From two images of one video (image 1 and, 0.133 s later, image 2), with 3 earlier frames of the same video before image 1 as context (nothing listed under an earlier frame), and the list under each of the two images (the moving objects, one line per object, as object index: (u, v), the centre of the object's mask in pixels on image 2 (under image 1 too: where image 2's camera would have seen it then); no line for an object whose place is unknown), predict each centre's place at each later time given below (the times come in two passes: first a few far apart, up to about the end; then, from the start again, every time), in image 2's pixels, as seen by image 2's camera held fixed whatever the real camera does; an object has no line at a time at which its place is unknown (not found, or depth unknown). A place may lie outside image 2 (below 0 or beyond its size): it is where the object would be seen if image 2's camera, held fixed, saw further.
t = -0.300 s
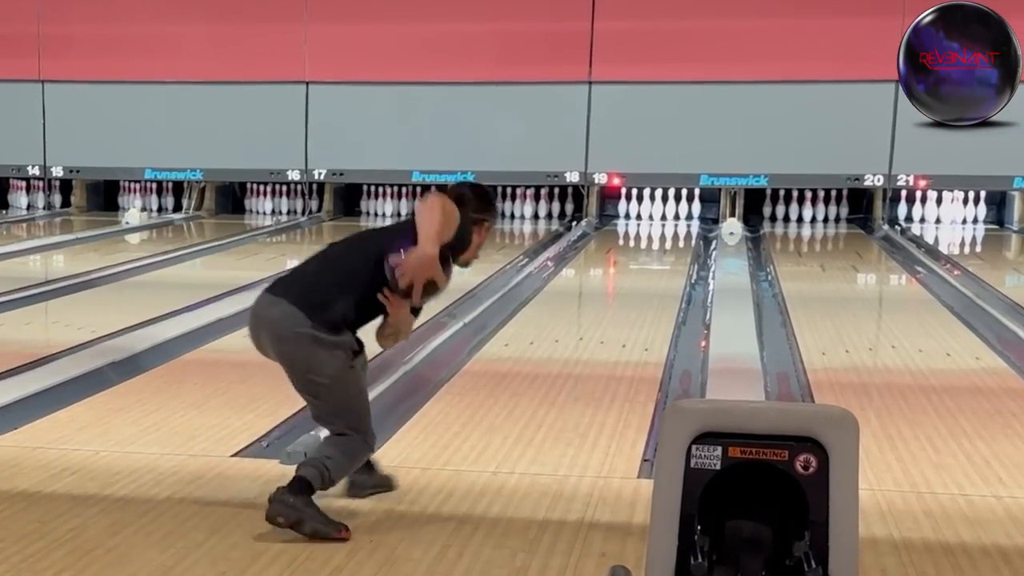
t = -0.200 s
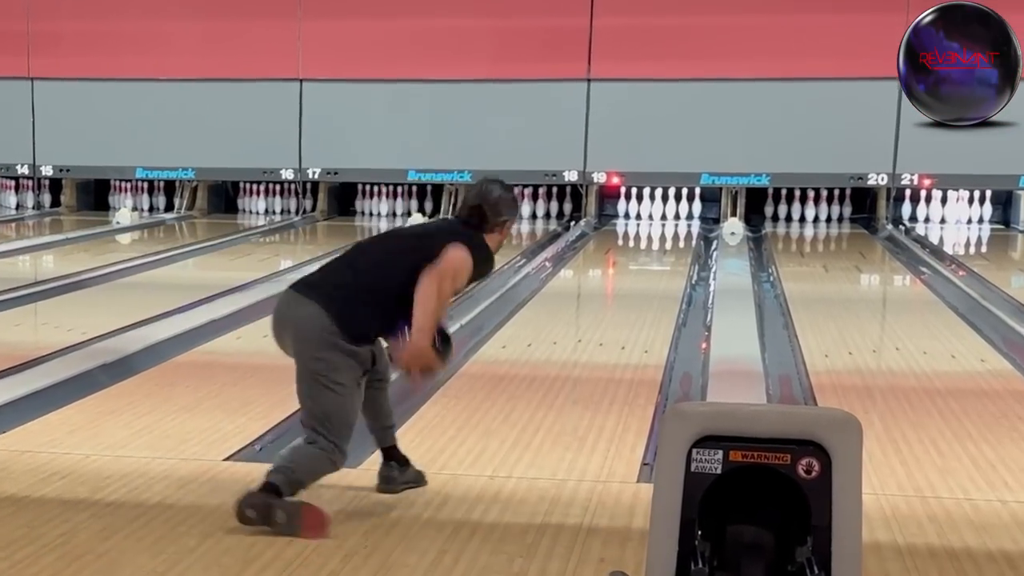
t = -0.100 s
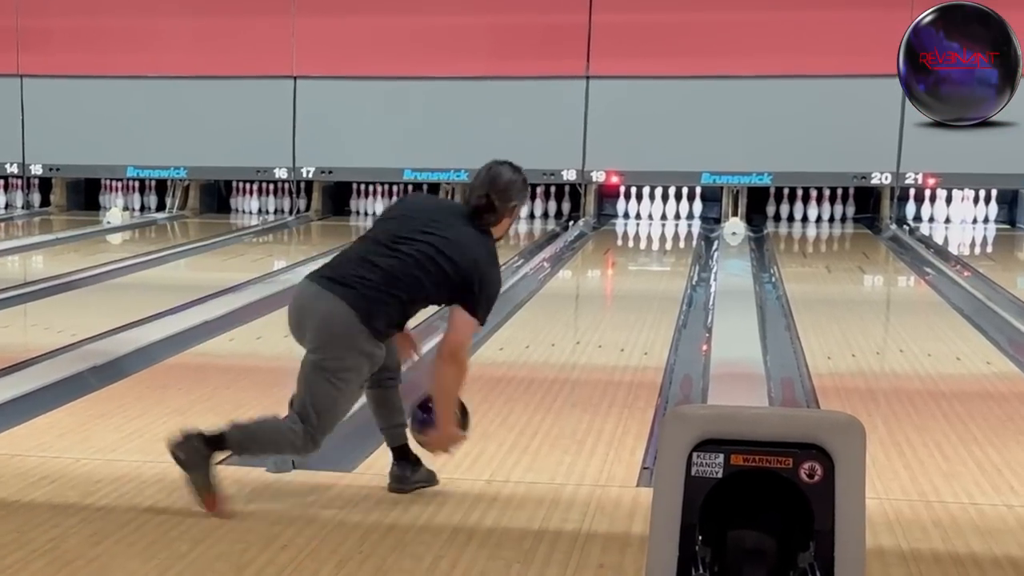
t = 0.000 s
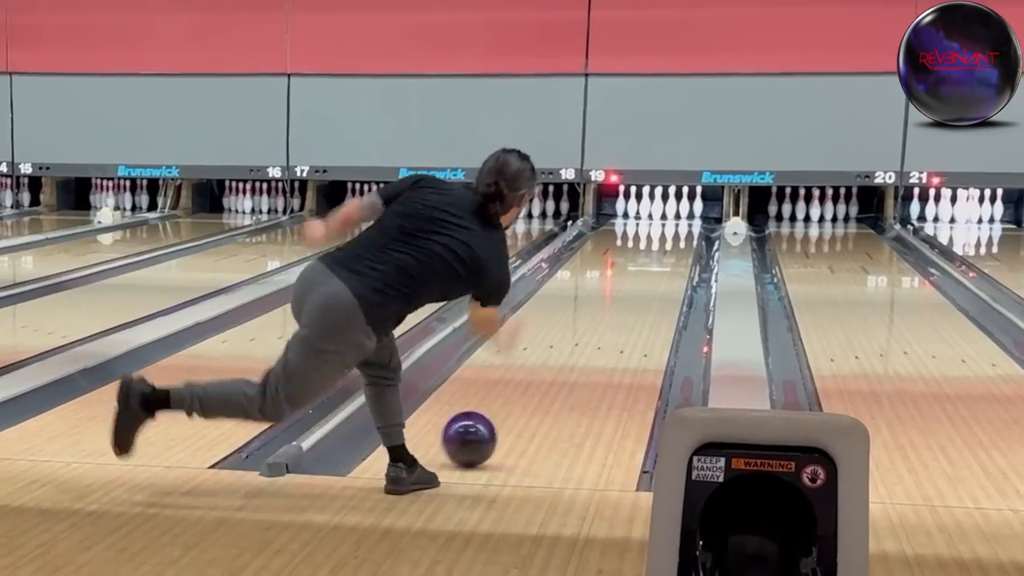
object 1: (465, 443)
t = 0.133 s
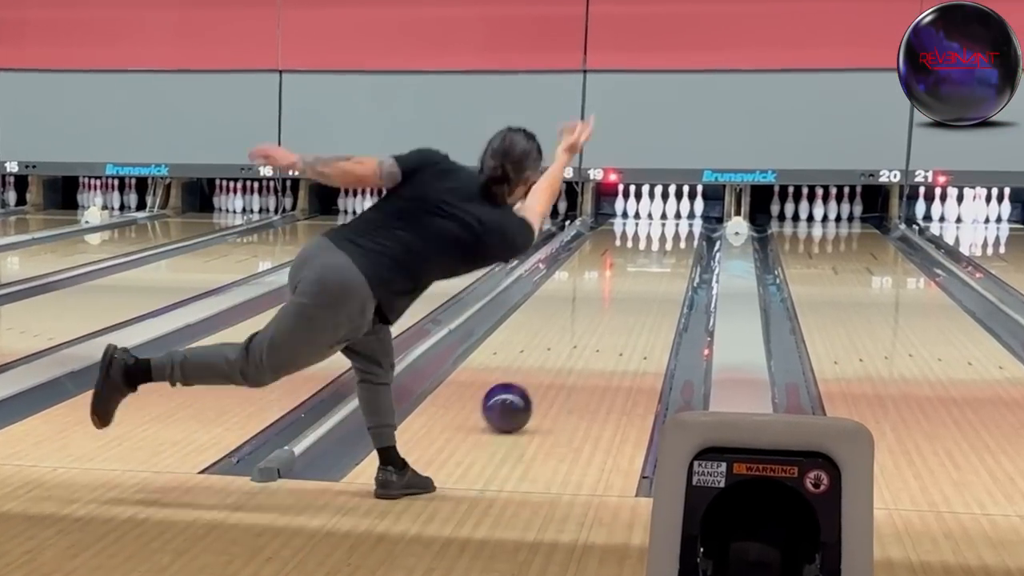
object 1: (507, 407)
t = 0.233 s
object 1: (532, 385)
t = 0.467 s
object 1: (577, 343)
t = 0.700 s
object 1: (608, 312)
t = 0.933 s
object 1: (631, 290)
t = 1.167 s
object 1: (650, 270)
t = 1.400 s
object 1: (661, 253)
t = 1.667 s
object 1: (671, 237)
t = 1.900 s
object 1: (673, 226)
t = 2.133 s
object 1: (669, 217)
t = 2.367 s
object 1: (658, 210)
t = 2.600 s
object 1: (657, 204)
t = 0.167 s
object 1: (515, 400)
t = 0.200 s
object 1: (524, 392)
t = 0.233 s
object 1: (532, 385)
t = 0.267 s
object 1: (539, 378)
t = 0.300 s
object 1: (546, 371)
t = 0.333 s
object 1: (553, 365)
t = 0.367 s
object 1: (559, 359)
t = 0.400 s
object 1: (565, 353)
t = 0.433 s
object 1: (571, 348)
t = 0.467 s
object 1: (577, 343)
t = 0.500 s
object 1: (582, 338)
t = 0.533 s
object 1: (587, 333)
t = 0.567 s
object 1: (591, 329)
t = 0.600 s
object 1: (595, 324)
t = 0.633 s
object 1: (600, 320)
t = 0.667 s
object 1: (604, 316)
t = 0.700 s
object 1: (608, 312)
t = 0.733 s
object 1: (611, 309)
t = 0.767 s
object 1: (615, 305)
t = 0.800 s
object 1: (618, 302)
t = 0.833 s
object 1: (621, 299)
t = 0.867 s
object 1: (625, 296)
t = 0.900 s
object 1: (628, 293)
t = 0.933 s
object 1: (631, 290)
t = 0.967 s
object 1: (634, 287)
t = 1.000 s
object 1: (637, 285)
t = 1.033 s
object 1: (640, 282)
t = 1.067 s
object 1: (643, 277)
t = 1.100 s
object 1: (645, 276)
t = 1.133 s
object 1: (648, 273)
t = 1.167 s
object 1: (650, 270)
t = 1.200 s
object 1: (652, 267)
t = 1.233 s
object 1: (655, 265)
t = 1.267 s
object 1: (657, 261)
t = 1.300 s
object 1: (658, 258)
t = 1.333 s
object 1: (658, 256)
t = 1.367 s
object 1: (659, 255)
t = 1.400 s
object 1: (661, 253)
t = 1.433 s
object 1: (662, 251)
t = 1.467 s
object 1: (664, 249)
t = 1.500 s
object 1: (666, 247)
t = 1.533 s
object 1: (667, 245)
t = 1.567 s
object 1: (668, 243)
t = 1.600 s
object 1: (669, 241)
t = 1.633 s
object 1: (670, 239)
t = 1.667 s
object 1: (671, 237)
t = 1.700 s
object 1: (672, 235)
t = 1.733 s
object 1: (673, 234)
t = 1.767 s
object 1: (673, 232)
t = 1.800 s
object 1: (673, 230)
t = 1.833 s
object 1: (673, 229)
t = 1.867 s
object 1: (673, 228)
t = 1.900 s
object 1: (673, 226)
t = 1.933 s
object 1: (673, 225)
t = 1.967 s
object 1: (673, 224)
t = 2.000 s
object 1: (672, 222)
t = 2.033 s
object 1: (671, 220)
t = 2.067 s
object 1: (671, 220)
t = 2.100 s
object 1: (670, 218)
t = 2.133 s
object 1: (669, 217)
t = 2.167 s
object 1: (667, 216)
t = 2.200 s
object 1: (666, 215)
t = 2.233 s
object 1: (665, 214)
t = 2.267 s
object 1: (663, 212)
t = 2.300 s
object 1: (661, 211)
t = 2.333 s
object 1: (659, 210)
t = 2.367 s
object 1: (658, 210)
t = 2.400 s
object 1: (656, 209)
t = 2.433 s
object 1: (654, 208)
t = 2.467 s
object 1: (655, 207)
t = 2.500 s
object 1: (655, 206)
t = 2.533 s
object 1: (655, 206)
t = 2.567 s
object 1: (655, 208)
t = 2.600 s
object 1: (657, 204)
